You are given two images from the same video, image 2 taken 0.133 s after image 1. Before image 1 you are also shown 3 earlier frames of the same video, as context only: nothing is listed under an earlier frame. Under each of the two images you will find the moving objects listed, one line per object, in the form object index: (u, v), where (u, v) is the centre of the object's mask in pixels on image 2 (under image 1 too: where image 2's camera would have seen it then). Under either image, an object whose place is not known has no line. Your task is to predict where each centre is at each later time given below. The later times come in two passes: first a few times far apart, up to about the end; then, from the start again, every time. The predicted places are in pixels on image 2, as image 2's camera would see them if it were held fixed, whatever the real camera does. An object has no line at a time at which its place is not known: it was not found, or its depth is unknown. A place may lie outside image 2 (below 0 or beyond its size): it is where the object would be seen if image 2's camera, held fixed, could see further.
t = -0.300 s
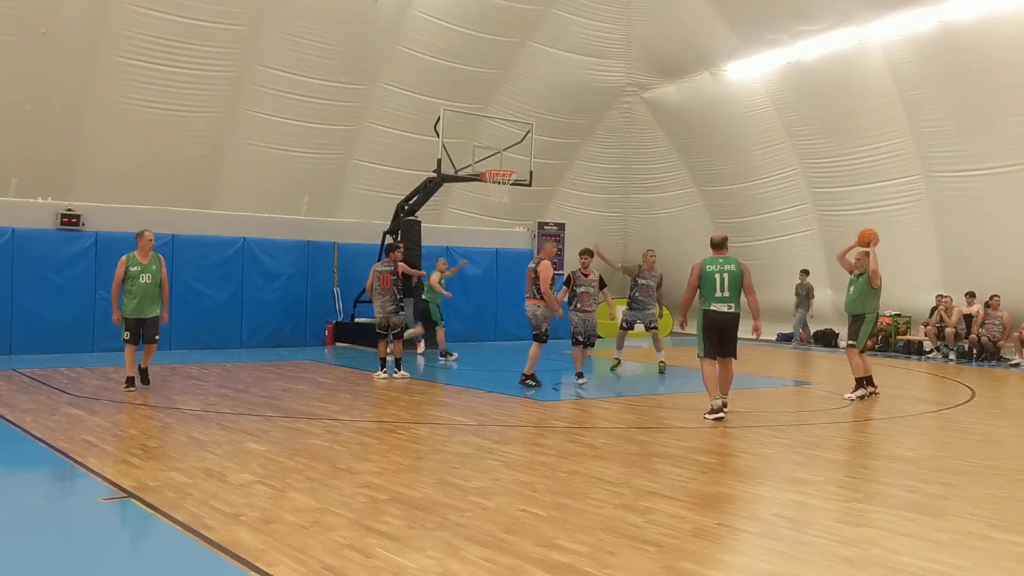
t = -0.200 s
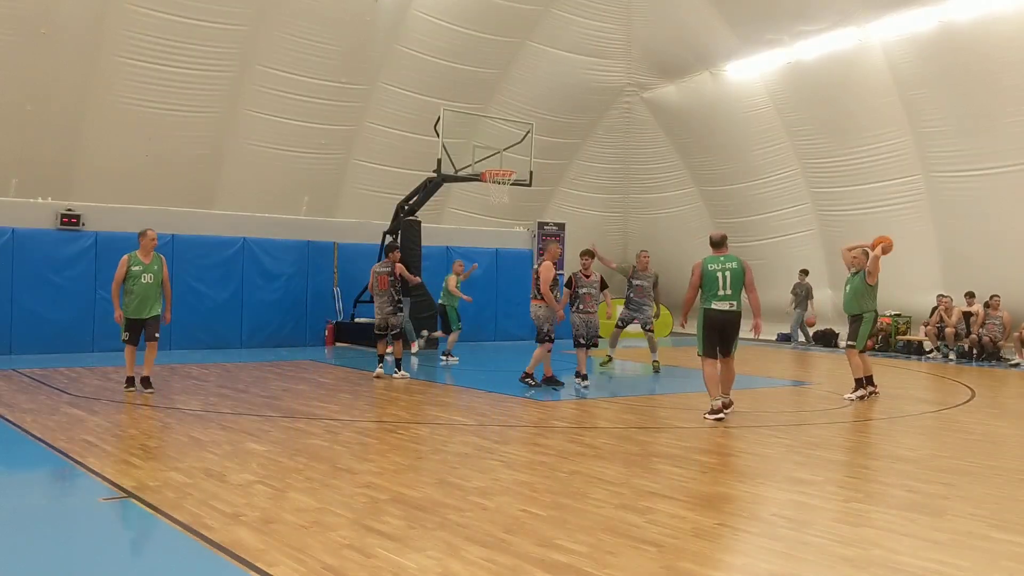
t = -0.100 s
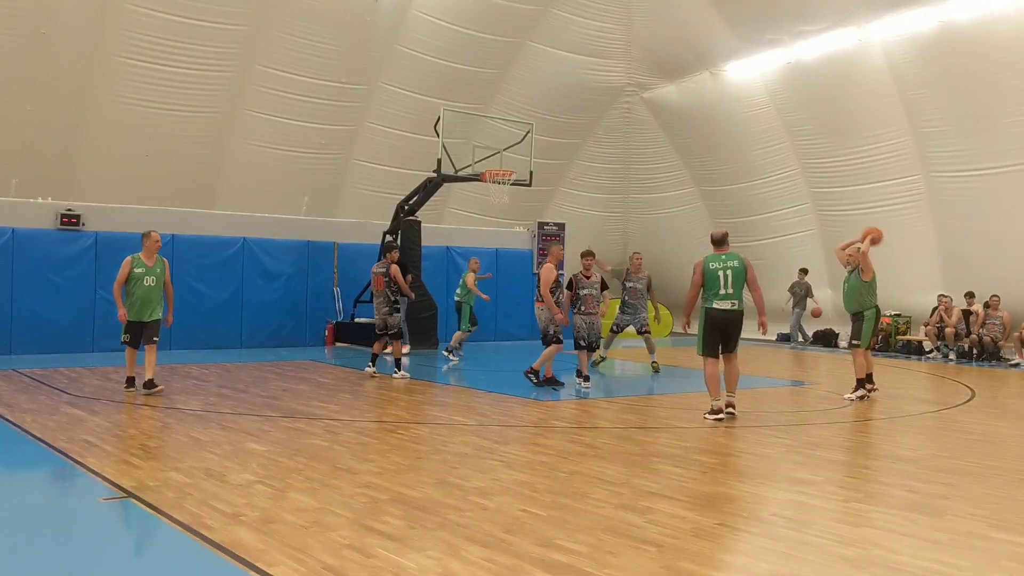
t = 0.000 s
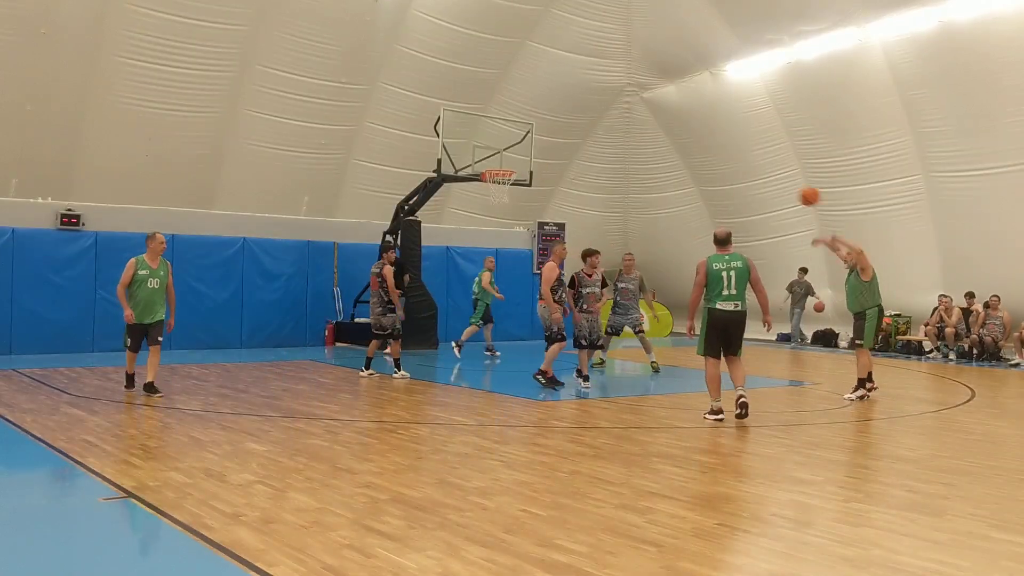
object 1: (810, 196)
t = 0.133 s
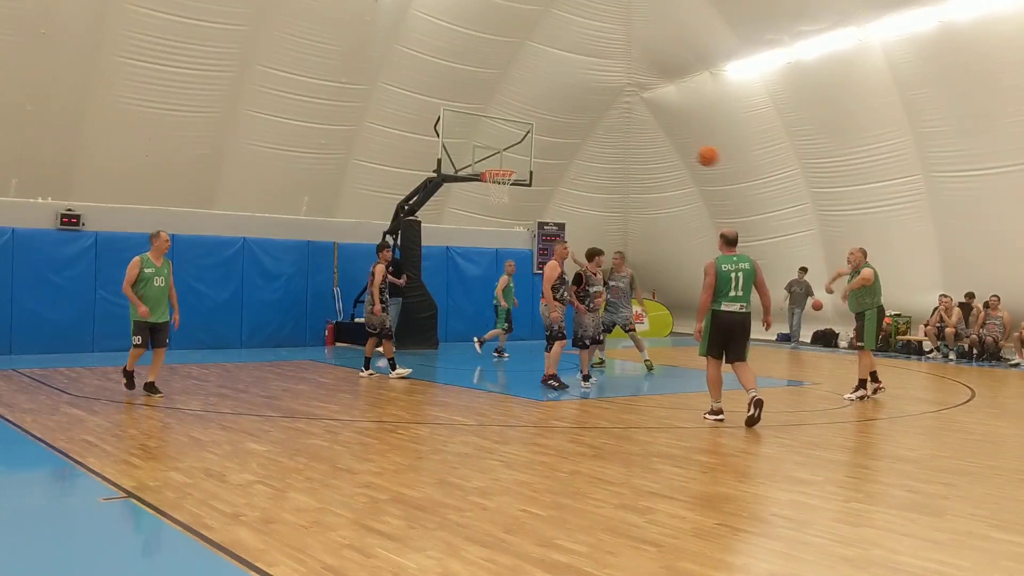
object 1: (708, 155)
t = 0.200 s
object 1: (657, 141)
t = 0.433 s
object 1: (470, 114)
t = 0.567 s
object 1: (357, 116)
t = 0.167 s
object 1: (683, 148)
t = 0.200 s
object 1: (657, 141)
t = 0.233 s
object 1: (630, 135)
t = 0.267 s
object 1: (604, 129)
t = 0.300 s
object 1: (578, 125)
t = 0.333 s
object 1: (552, 121)
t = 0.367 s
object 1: (525, 117)
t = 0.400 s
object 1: (498, 115)
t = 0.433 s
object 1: (470, 114)
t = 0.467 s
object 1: (443, 113)
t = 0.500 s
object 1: (415, 113)
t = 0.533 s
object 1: (387, 114)
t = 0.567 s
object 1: (357, 116)
